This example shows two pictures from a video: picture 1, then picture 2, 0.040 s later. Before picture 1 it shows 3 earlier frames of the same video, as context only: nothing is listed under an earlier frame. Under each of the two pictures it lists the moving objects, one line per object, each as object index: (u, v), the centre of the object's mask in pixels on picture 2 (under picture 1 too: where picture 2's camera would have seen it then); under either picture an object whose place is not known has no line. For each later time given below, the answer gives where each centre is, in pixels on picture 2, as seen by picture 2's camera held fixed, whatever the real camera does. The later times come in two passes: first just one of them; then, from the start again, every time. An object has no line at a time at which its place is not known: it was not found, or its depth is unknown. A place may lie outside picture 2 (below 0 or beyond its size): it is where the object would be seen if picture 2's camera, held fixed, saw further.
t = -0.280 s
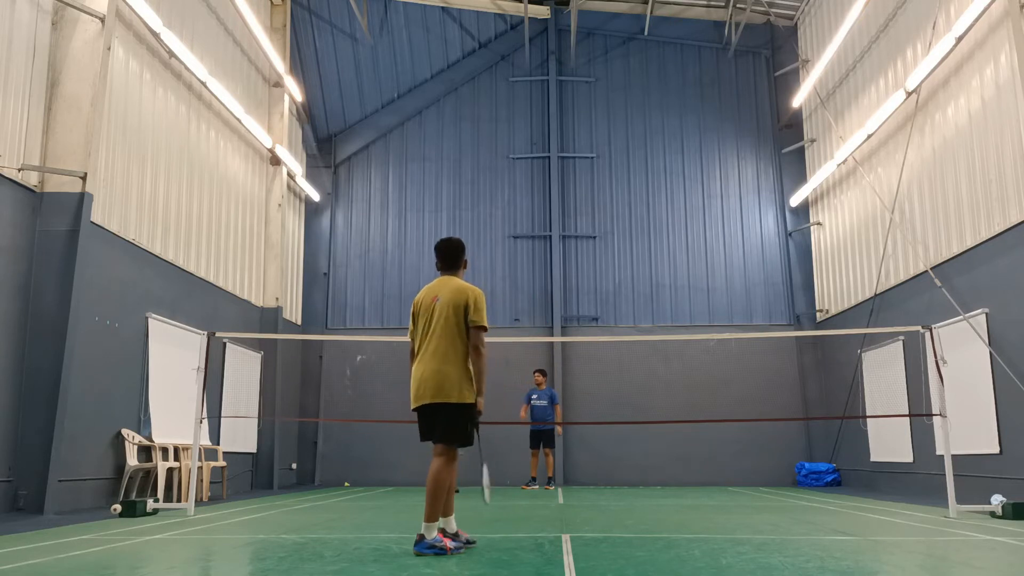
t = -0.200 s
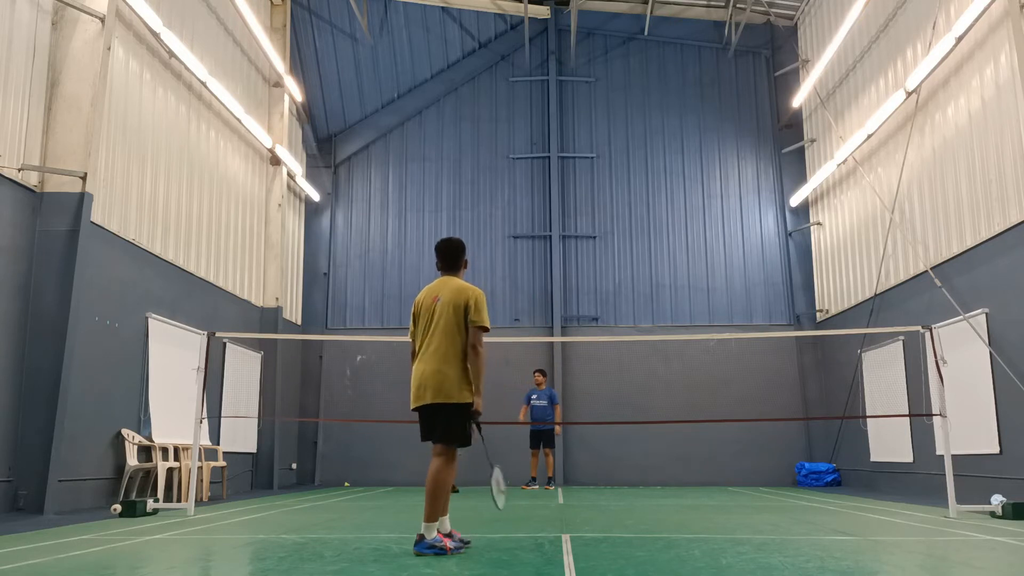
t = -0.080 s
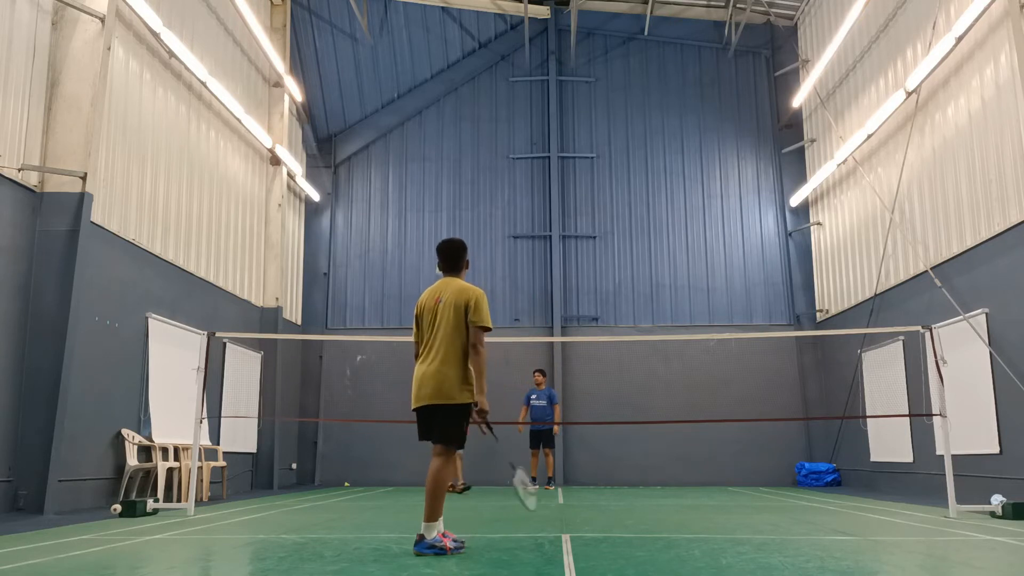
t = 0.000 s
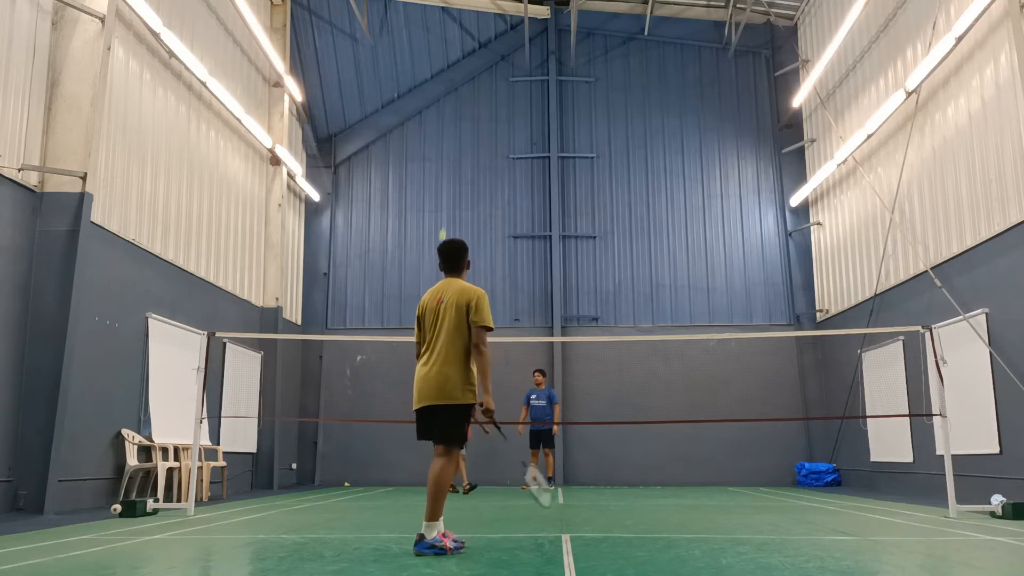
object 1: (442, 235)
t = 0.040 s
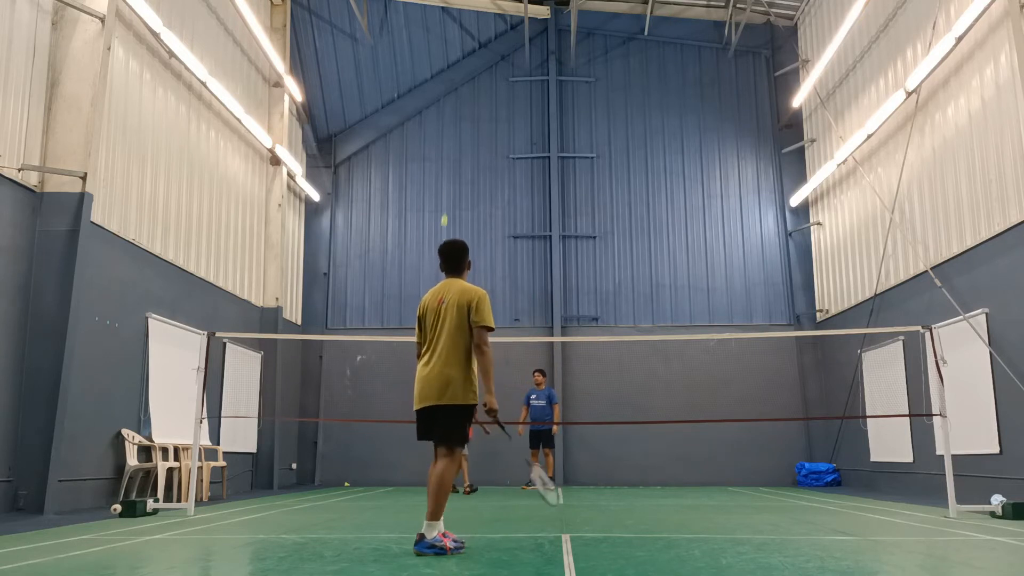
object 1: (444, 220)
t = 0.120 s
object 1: (448, 184)
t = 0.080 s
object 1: (447, 195)
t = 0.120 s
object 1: (448, 184)
